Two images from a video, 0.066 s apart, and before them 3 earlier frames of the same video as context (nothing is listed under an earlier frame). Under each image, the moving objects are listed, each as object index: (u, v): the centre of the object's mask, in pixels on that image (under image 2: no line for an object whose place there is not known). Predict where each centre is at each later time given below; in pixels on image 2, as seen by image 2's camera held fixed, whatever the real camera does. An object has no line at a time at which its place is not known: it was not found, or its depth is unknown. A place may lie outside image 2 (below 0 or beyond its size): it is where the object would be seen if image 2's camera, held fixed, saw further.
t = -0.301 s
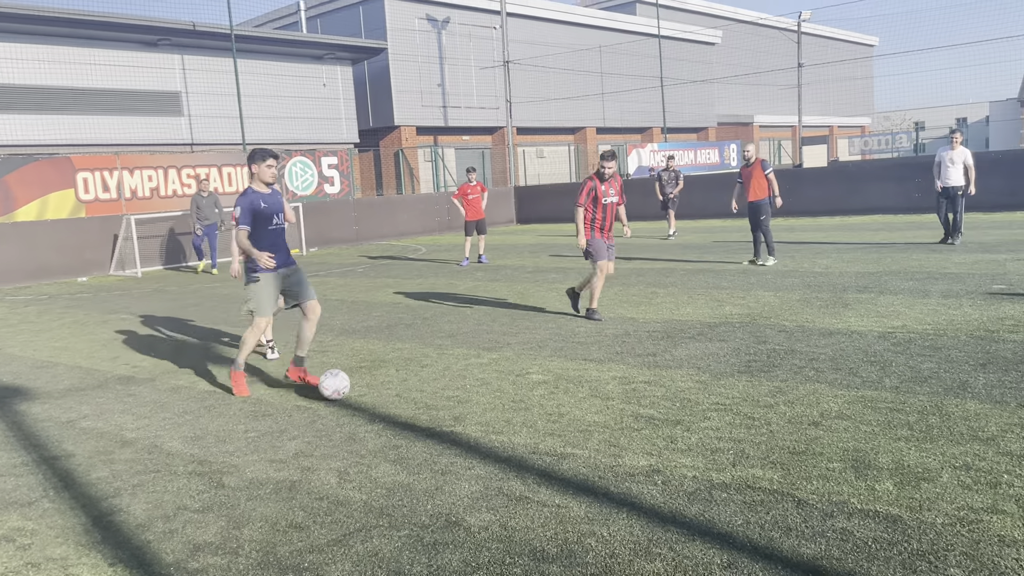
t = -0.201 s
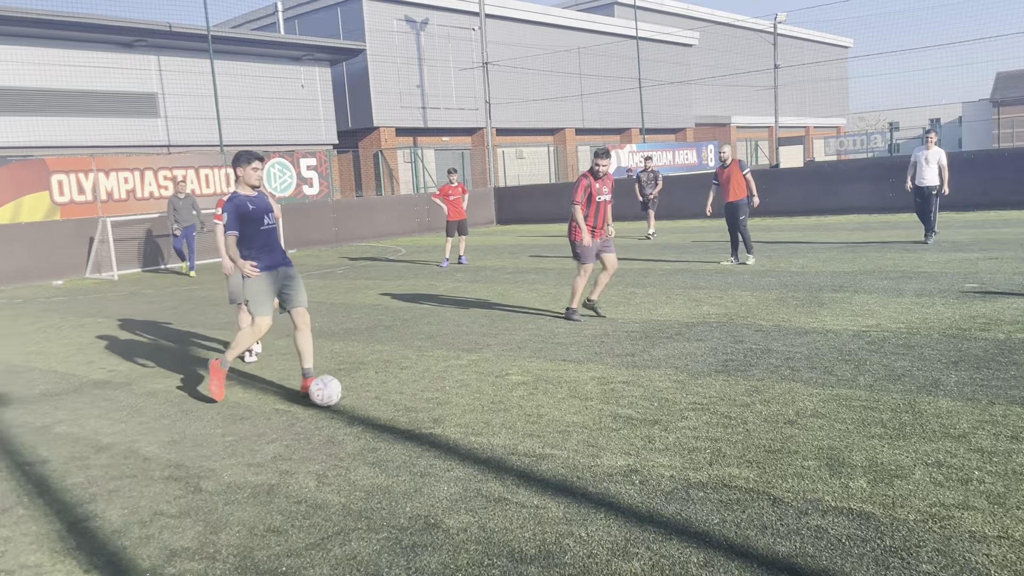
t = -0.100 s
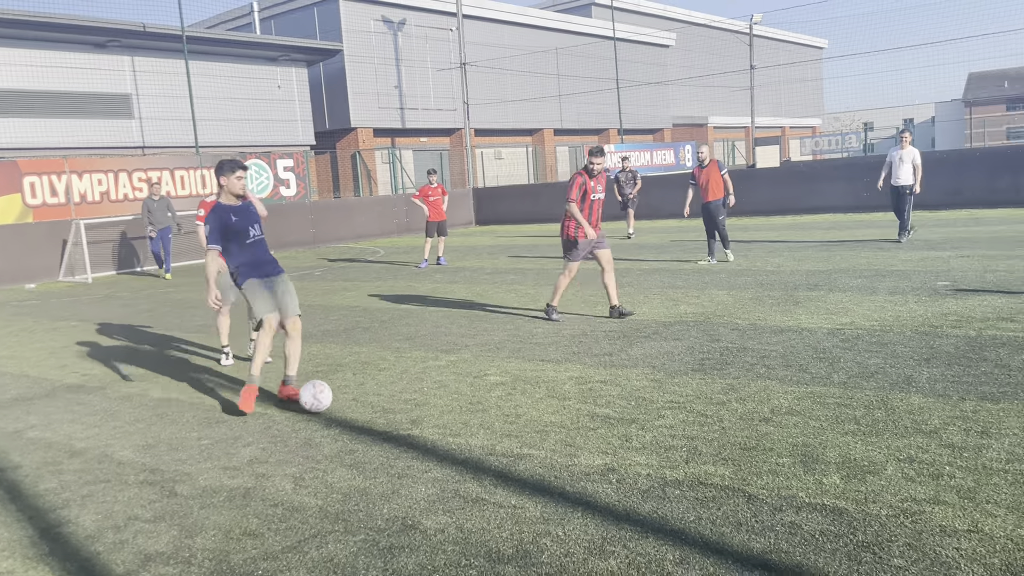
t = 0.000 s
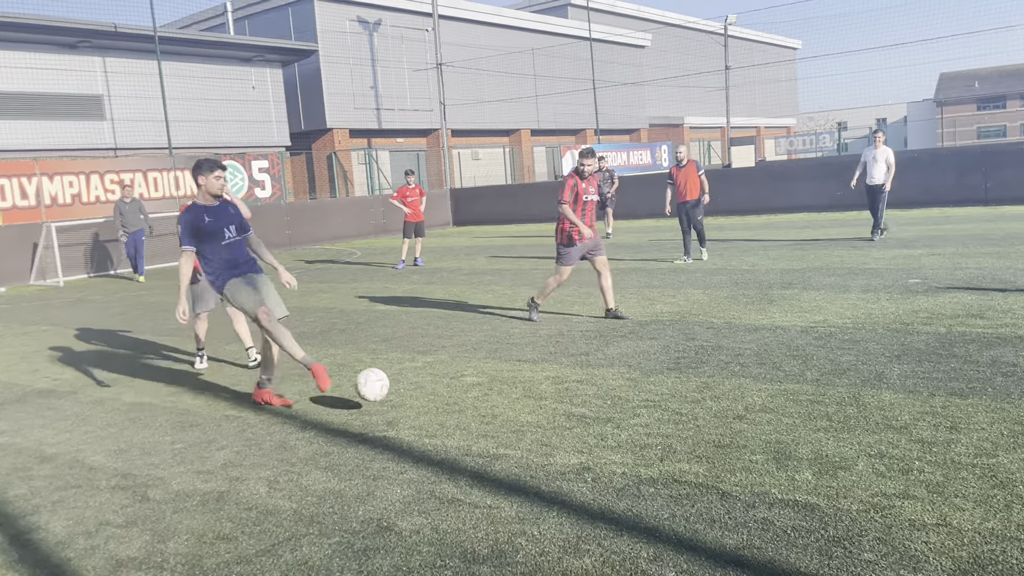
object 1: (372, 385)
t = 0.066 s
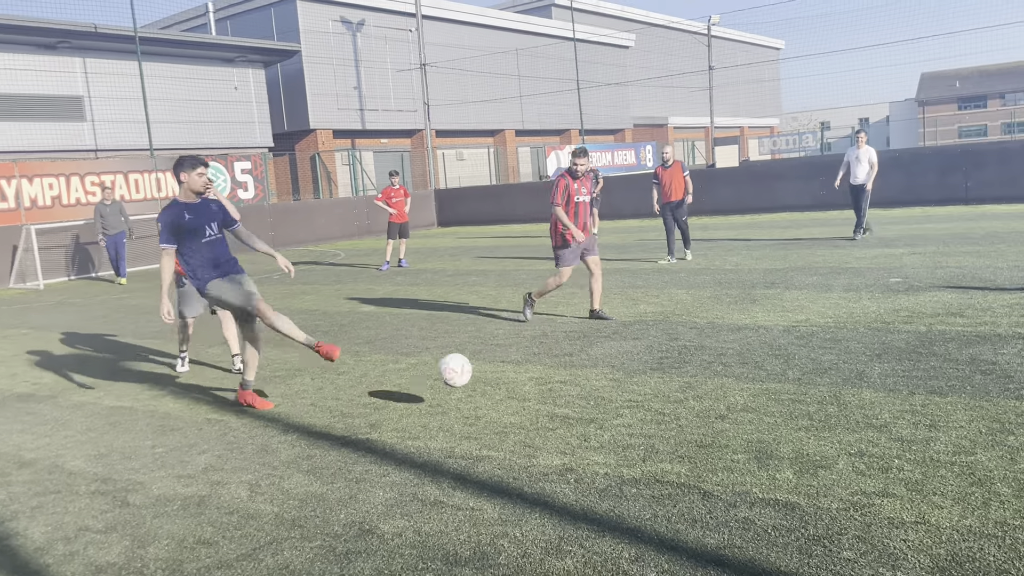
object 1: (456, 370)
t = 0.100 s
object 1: (506, 364)
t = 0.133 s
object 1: (557, 360)
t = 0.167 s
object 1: (610, 357)
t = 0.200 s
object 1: (663, 355)
